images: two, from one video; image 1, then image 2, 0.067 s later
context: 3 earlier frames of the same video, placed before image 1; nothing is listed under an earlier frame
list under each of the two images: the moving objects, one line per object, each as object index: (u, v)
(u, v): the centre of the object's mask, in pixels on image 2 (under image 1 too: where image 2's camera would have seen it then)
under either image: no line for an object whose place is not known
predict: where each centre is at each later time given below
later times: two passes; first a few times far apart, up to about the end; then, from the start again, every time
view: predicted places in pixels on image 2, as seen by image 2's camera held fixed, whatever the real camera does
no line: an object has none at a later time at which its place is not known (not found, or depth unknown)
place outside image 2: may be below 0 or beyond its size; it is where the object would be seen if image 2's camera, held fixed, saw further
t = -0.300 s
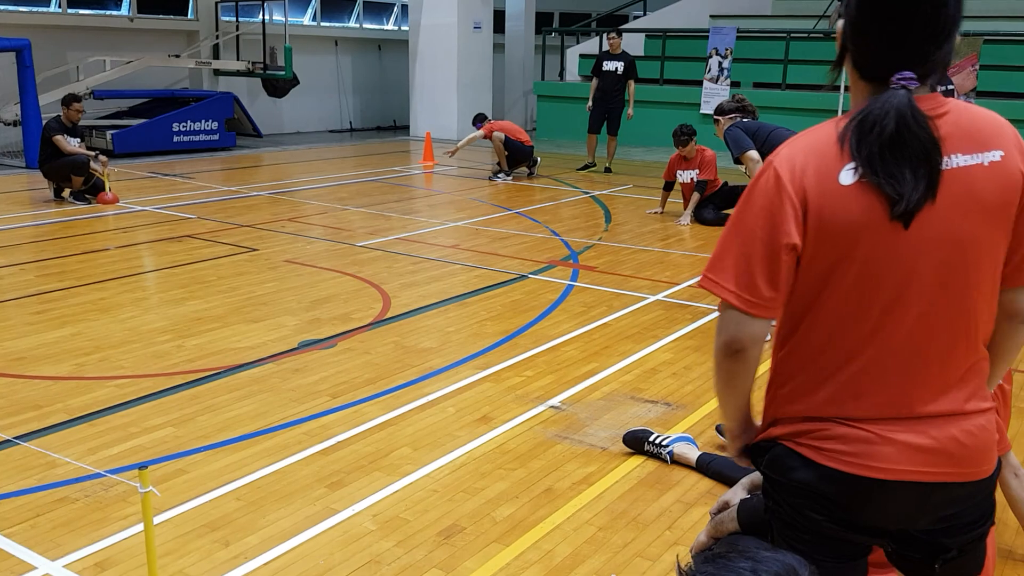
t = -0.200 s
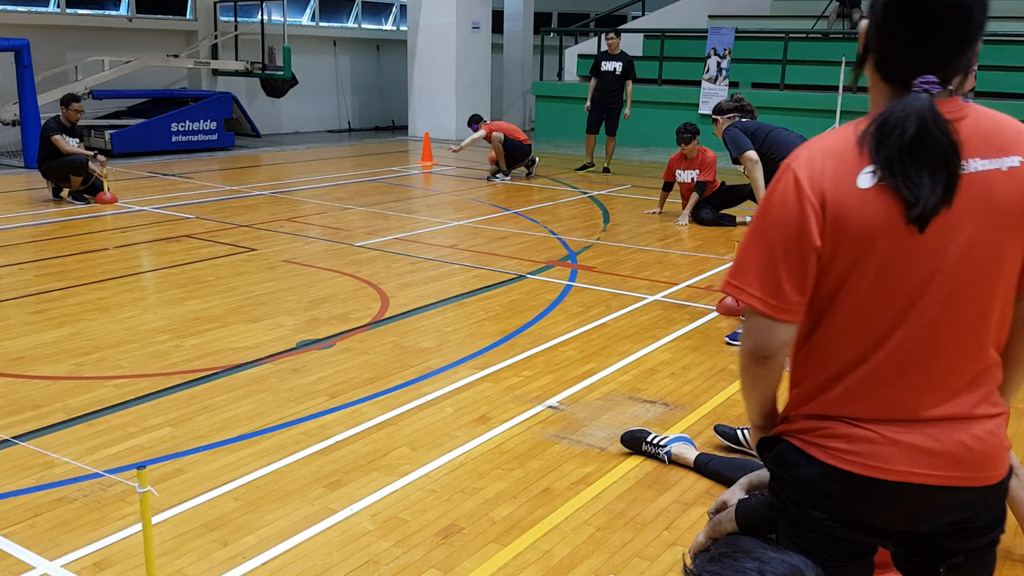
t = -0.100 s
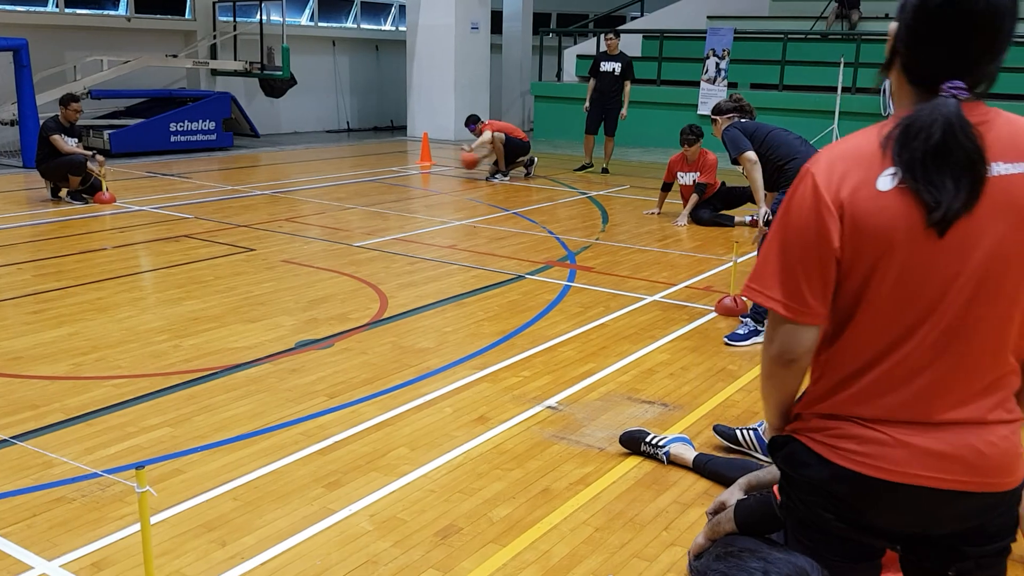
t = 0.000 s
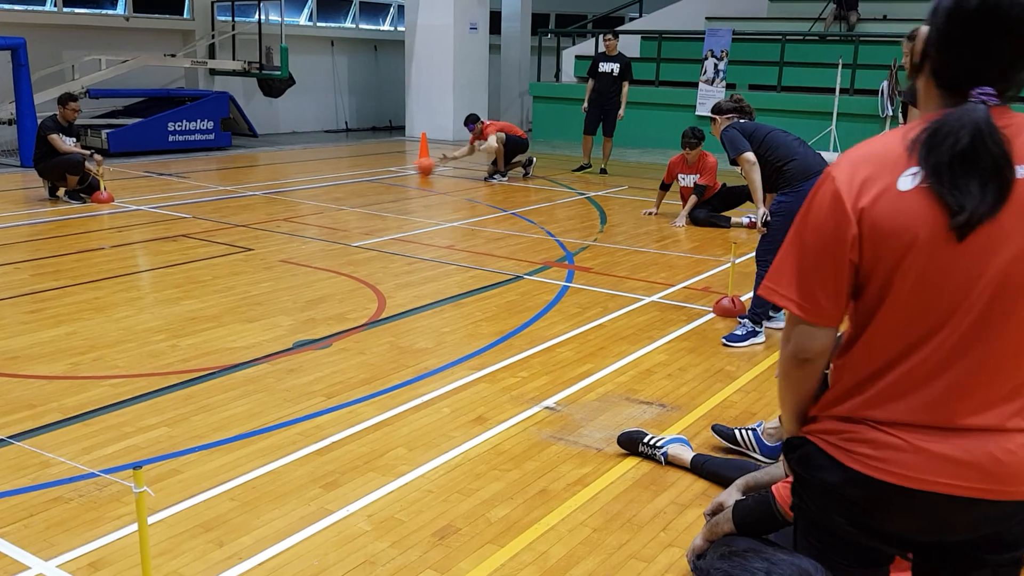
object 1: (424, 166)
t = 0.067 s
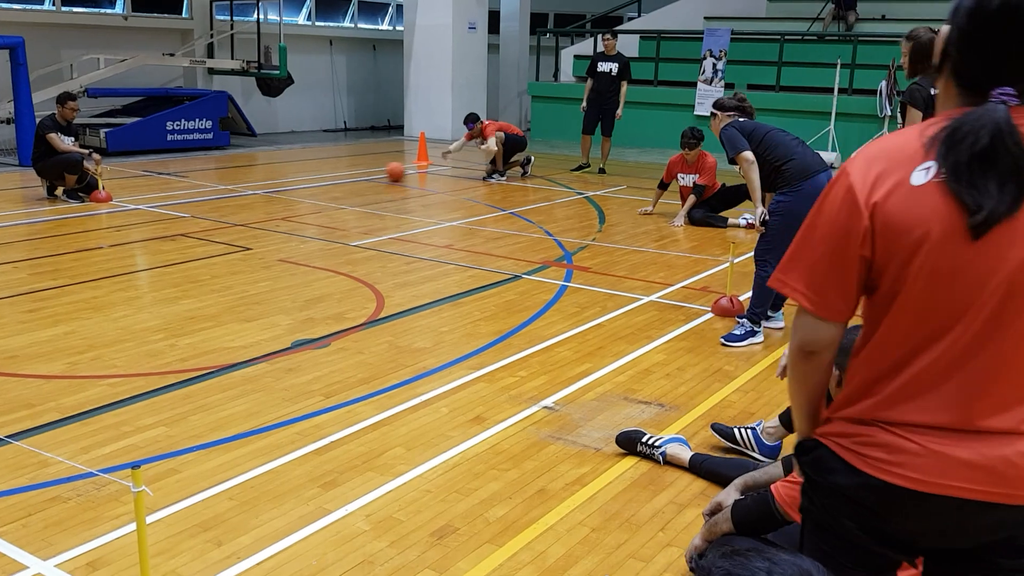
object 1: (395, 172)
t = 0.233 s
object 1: (331, 180)
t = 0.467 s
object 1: (238, 195)
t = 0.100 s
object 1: (383, 172)
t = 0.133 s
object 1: (370, 173)
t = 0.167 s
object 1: (356, 176)
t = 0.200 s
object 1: (342, 180)
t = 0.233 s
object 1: (331, 180)
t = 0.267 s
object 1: (319, 180)
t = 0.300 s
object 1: (306, 182)
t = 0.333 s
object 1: (294, 185)
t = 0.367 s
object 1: (281, 189)
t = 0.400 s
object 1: (266, 190)
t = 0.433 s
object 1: (251, 192)
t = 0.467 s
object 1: (238, 195)
